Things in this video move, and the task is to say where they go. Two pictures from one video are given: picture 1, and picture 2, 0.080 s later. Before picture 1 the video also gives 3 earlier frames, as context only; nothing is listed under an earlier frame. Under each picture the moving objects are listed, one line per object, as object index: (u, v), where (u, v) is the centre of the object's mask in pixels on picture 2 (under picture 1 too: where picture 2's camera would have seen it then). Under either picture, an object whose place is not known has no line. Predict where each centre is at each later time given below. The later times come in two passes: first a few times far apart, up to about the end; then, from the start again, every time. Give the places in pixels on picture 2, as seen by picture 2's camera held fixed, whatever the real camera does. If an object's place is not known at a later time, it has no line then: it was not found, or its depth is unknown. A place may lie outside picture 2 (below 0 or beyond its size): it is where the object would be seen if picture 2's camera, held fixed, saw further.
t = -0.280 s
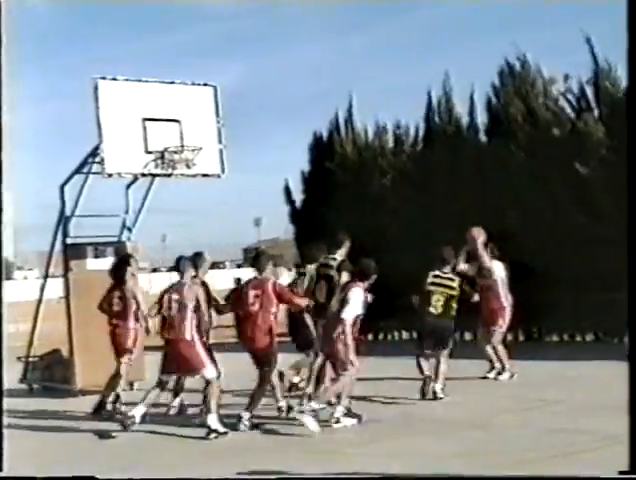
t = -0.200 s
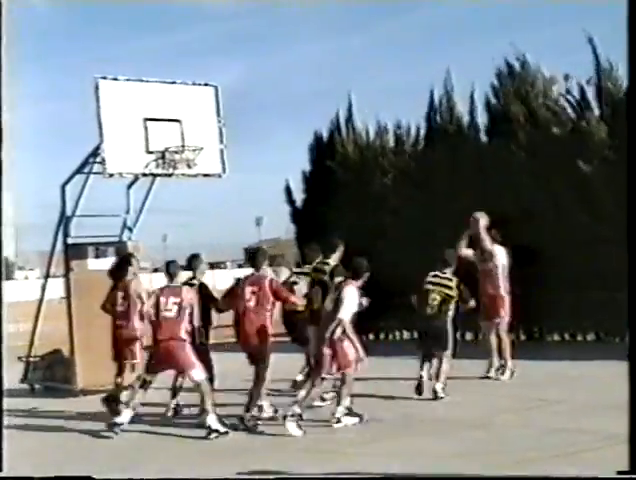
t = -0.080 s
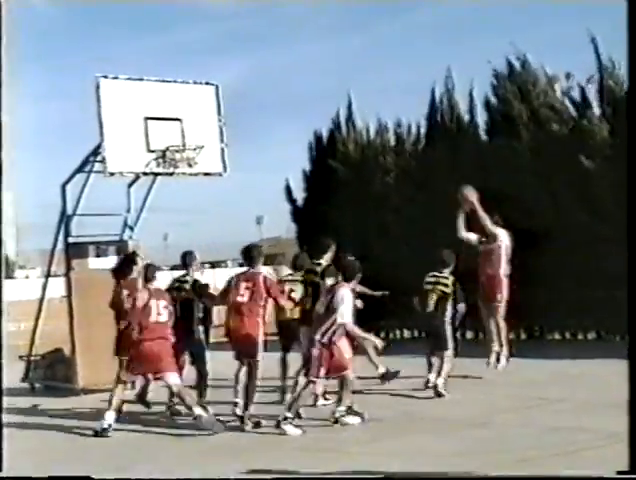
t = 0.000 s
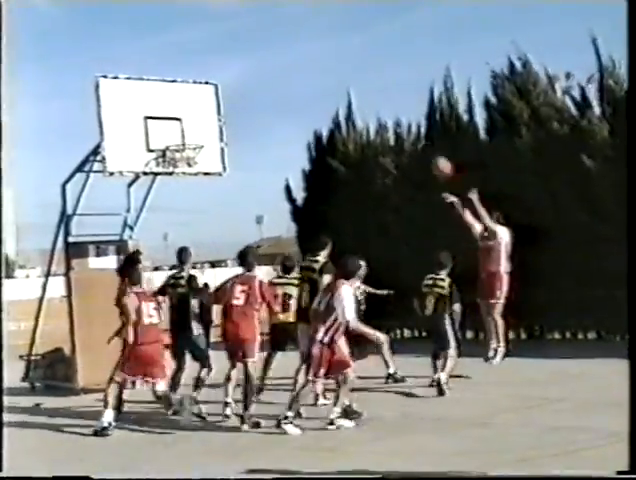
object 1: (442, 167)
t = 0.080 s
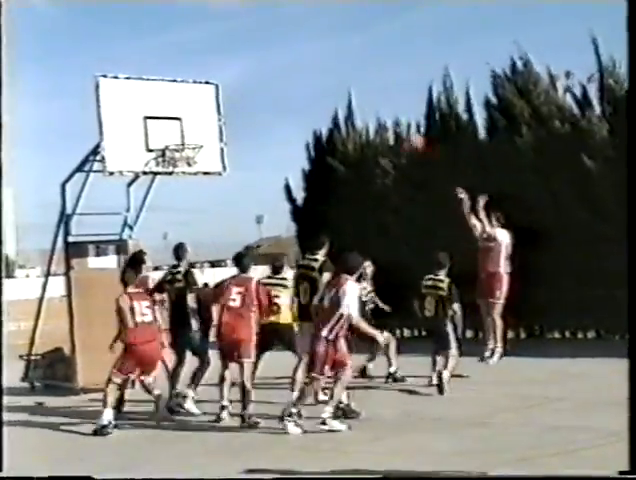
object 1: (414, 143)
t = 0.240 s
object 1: (357, 108)
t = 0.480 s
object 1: (277, 89)
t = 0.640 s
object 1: (228, 104)
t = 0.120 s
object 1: (405, 132)
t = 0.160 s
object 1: (390, 126)
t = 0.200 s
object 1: (373, 116)
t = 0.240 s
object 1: (357, 108)
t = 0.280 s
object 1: (347, 102)
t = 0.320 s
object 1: (333, 97)
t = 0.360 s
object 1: (318, 93)
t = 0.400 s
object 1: (305, 91)
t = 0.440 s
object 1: (290, 90)
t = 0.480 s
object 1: (277, 89)
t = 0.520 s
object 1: (264, 91)
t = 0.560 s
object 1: (250, 94)
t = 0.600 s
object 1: (237, 99)
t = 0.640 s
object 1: (228, 104)
